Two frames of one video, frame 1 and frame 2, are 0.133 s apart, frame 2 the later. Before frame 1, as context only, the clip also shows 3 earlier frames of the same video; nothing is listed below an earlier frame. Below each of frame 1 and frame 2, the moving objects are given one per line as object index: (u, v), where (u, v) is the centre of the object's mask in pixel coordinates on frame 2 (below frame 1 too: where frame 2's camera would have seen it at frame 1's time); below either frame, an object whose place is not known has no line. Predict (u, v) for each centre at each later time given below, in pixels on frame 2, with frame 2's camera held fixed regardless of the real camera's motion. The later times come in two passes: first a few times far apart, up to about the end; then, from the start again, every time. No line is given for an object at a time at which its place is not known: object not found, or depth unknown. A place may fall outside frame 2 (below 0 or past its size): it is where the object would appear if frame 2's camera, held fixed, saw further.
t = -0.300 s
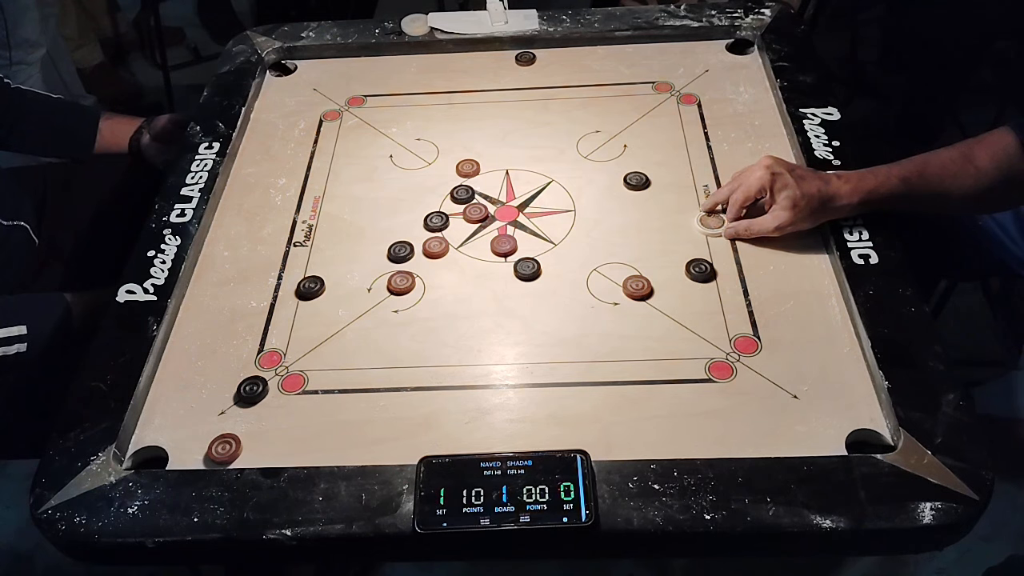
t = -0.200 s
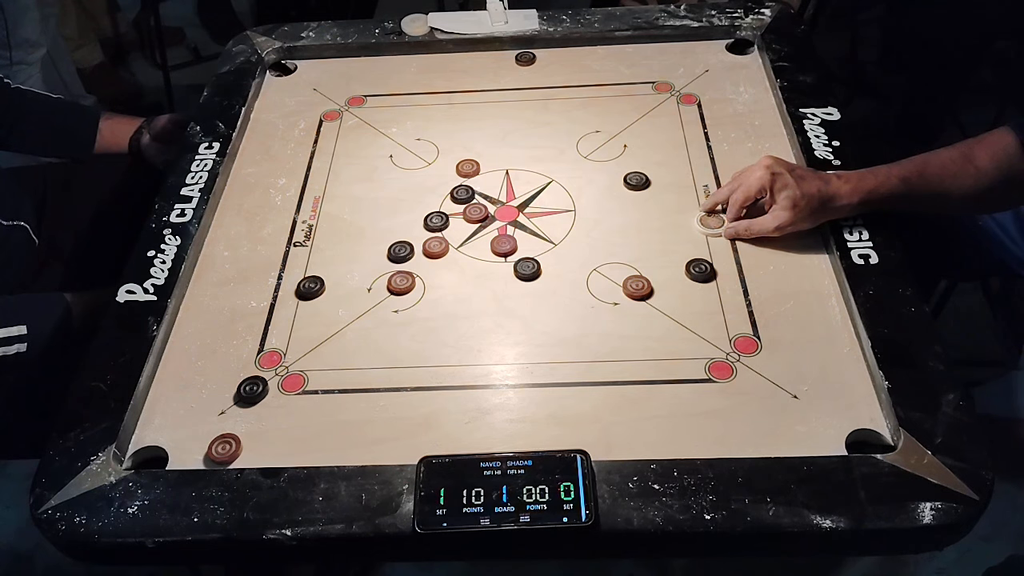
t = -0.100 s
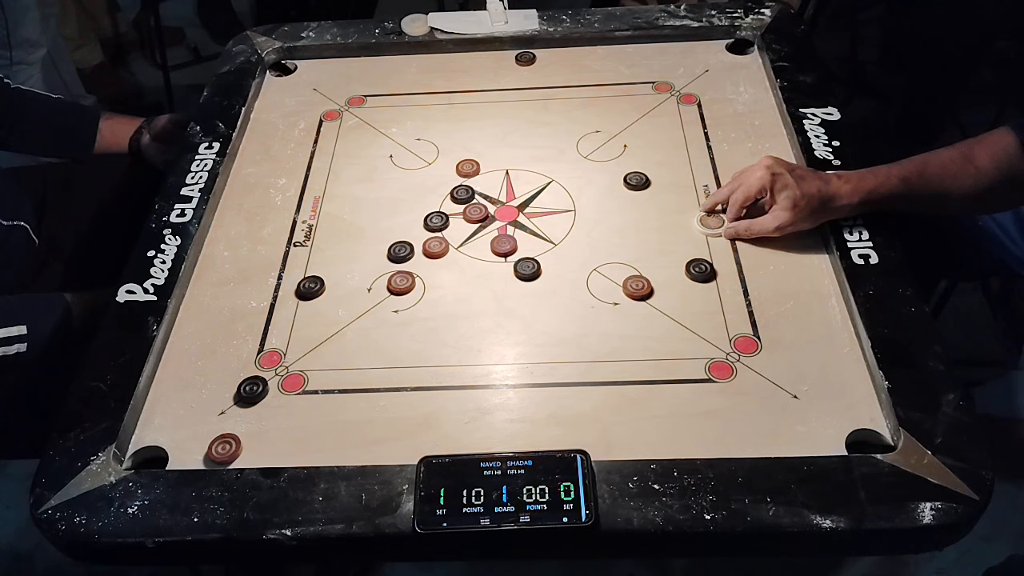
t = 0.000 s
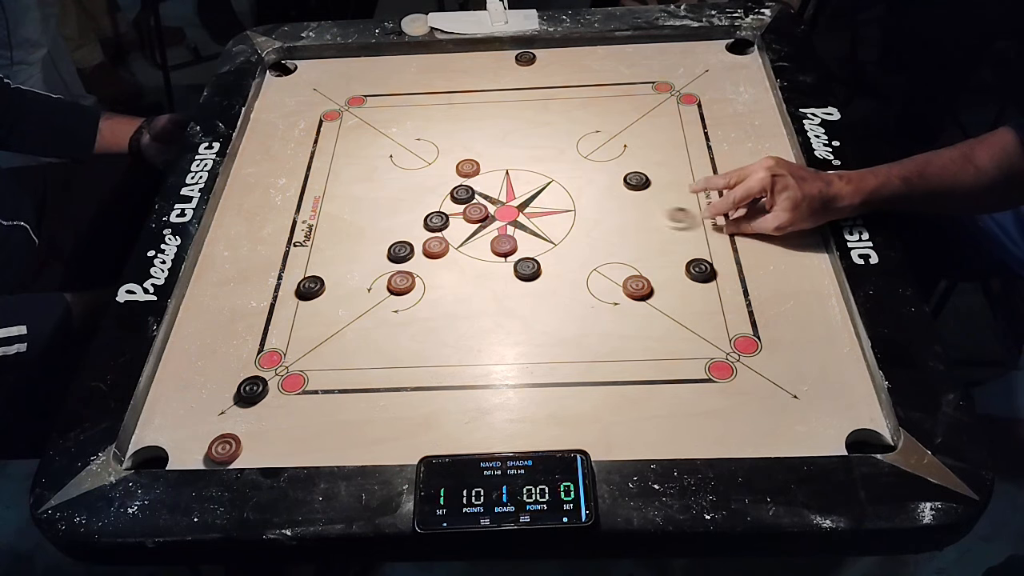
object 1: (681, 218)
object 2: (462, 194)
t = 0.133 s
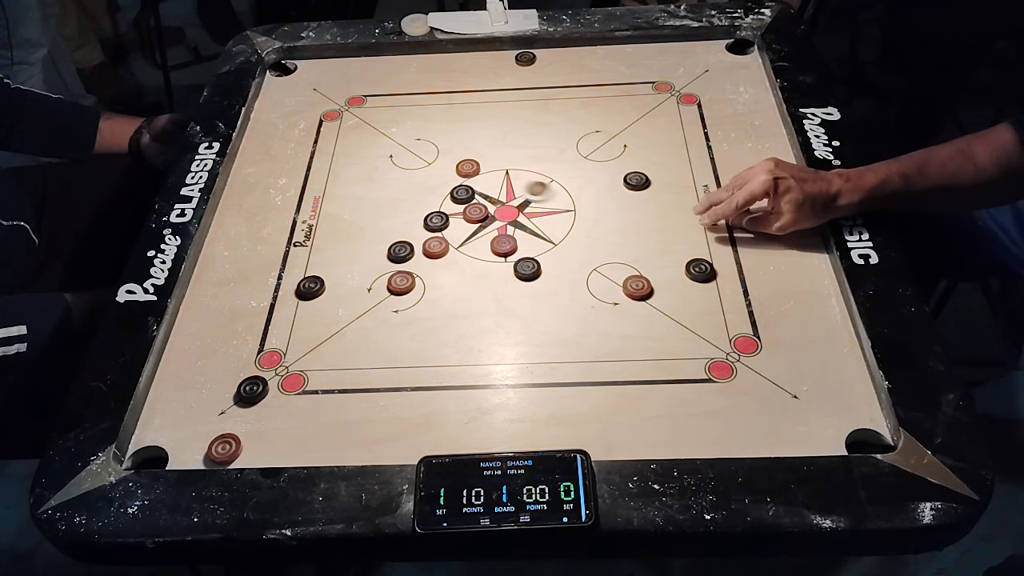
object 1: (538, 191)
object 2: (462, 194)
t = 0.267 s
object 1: (457, 176)
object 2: (438, 204)
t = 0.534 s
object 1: (404, 165)
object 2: (416, 205)
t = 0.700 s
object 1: (398, 164)
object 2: (416, 205)
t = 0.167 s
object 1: (505, 185)
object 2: (462, 194)
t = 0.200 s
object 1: (482, 181)
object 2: (460, 195)
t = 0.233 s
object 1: (469, 179)
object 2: (447, 202)
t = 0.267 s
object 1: (457, 176)
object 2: (438, 204)
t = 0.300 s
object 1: (447, 174)
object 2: (431, 205)
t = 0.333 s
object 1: (438, 172)
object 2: (426, 205)
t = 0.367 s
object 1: (430, 171)
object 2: (422, 205)
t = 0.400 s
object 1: (423, 169)
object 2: (418, 205)
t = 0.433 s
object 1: (417, 167)
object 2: (417, 205)
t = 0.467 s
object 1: (412, 166)
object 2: (416, 205)
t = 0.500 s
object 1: (407, 165)
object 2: (416, 205)
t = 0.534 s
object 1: (404, 165)
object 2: (416, 205)
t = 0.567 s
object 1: (401, 164)
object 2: (416, 205)
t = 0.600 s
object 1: (400, 164)
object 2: (416, 205)
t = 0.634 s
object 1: (399, 164)
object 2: (416, 205)
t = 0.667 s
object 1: (398, 164)
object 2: (416, 205)
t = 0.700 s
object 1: (398, 164)
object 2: (416, 205)
